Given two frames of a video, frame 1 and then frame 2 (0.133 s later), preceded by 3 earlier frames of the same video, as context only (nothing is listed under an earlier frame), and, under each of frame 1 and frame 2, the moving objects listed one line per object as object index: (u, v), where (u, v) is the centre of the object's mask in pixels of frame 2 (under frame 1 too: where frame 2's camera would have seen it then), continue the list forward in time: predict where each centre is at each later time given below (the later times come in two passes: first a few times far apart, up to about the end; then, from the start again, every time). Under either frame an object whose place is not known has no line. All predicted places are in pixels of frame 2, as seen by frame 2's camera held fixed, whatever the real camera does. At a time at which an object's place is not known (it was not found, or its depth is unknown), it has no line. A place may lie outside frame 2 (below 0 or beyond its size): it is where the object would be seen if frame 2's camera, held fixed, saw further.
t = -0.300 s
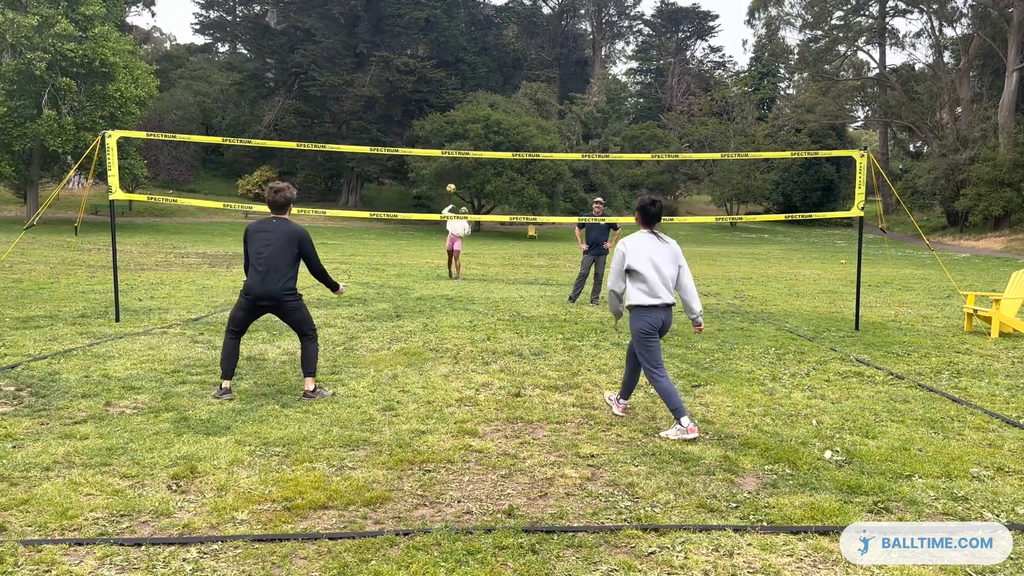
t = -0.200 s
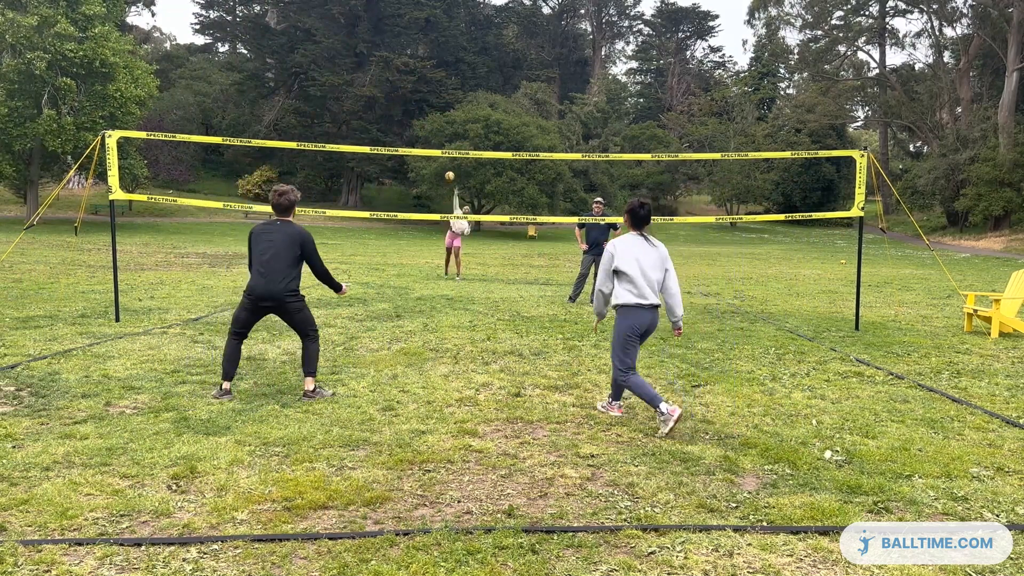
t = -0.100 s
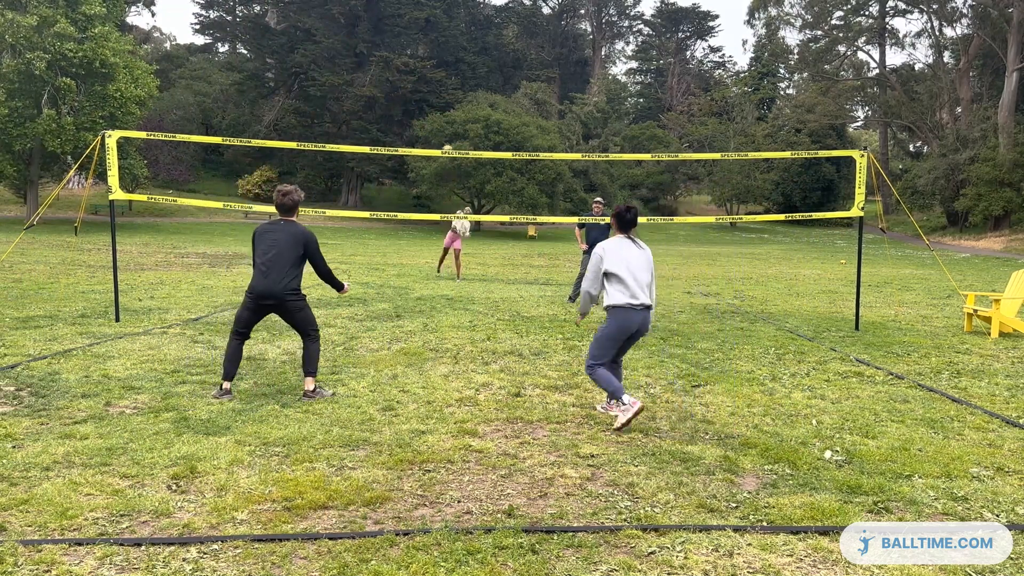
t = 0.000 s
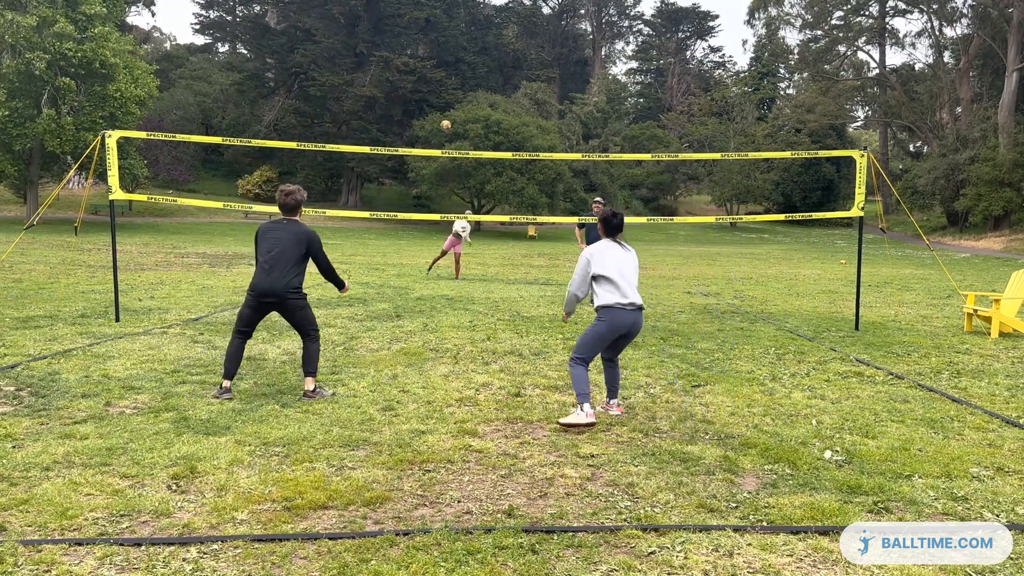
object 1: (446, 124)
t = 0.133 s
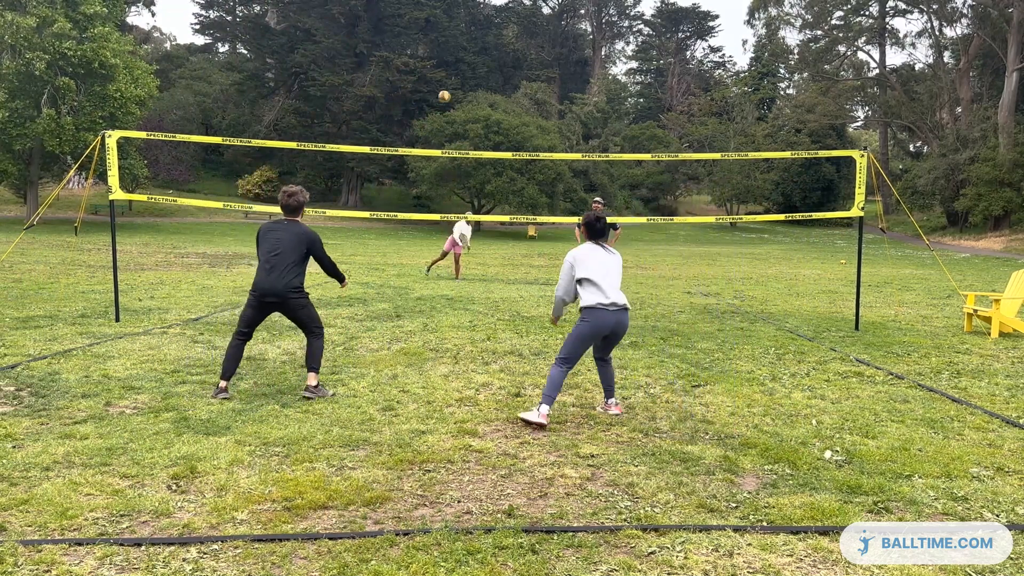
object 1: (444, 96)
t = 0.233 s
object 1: (443, 78)
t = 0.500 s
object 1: (441, 54)
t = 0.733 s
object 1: (442, 75)
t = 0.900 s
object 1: (445, 132)
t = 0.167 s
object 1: (444, 89)
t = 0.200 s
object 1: (444, 83)
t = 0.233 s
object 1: (443, 78)
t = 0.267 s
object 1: (443, 72)
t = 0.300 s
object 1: (442, 69)
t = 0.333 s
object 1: (442, 64)
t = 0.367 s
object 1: (442, 60)
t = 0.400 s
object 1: (442, 59)
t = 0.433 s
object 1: (442, 56)
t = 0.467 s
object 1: (441, 55)
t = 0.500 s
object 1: (441, 54)
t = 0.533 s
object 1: (441, 54)
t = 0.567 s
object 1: (441, 55)
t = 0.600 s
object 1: (442, 57)
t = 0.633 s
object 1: (441, 59)
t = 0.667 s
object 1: (441, 63)
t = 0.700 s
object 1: (442, 69)
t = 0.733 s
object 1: (442, 75)
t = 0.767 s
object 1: (442, 83)
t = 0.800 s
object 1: (443, 92)
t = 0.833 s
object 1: (443, 103)
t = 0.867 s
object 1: (444, 117)
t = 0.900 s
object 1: (445, 132)
